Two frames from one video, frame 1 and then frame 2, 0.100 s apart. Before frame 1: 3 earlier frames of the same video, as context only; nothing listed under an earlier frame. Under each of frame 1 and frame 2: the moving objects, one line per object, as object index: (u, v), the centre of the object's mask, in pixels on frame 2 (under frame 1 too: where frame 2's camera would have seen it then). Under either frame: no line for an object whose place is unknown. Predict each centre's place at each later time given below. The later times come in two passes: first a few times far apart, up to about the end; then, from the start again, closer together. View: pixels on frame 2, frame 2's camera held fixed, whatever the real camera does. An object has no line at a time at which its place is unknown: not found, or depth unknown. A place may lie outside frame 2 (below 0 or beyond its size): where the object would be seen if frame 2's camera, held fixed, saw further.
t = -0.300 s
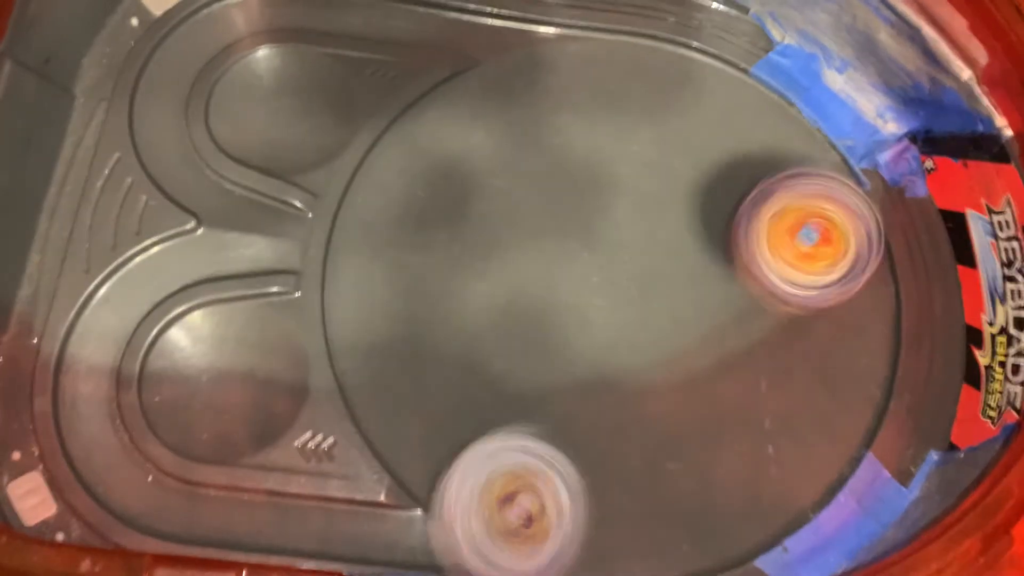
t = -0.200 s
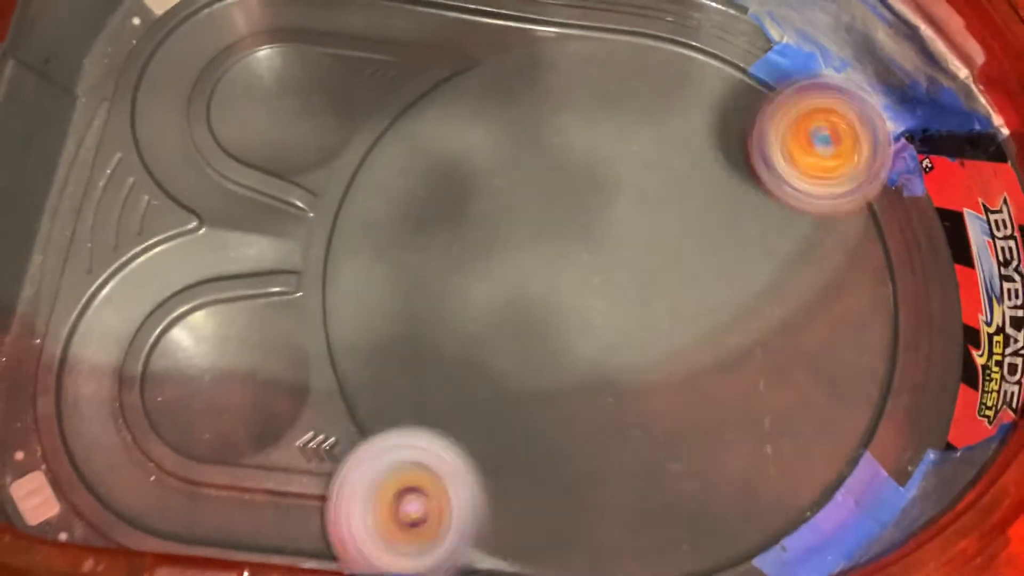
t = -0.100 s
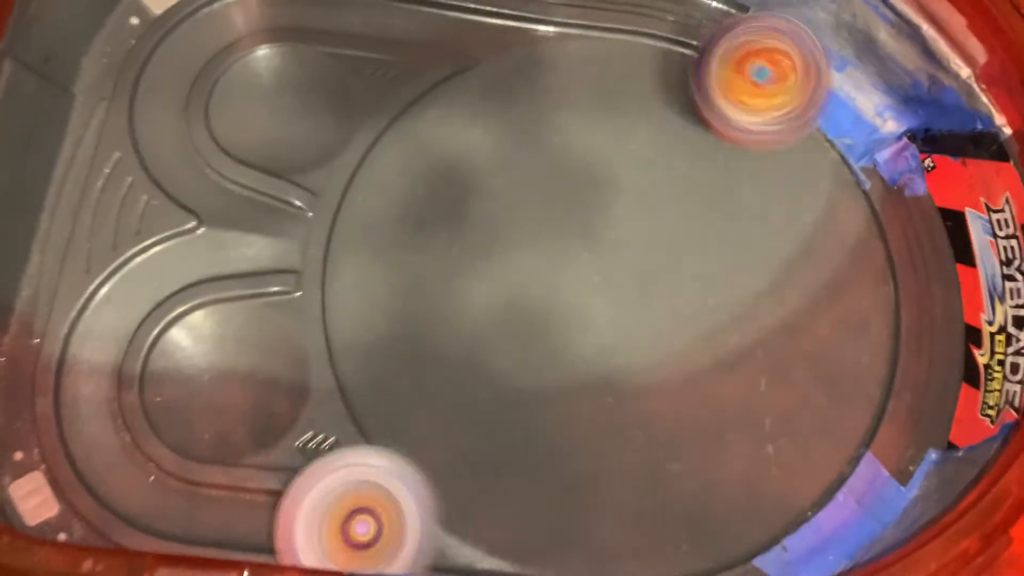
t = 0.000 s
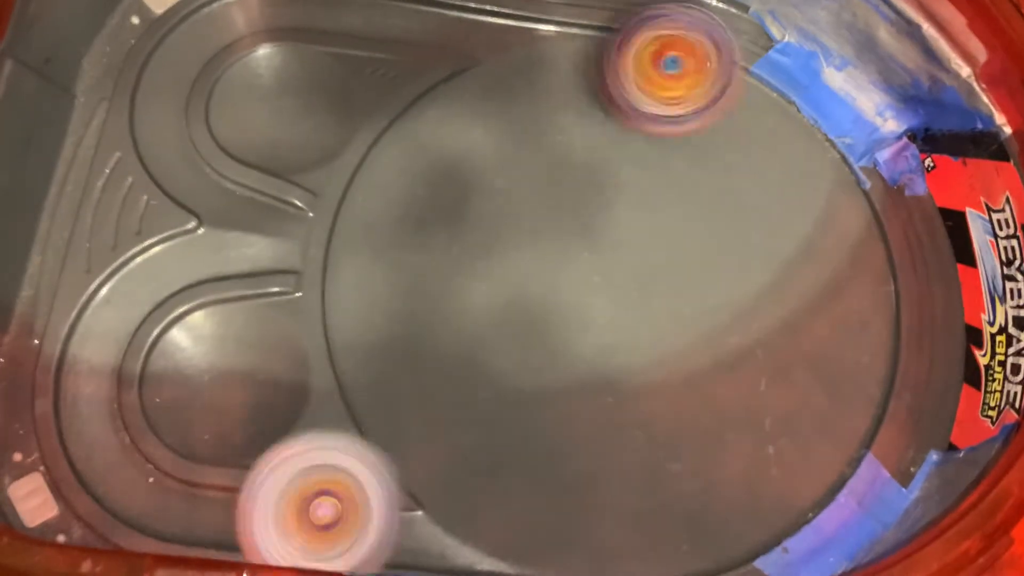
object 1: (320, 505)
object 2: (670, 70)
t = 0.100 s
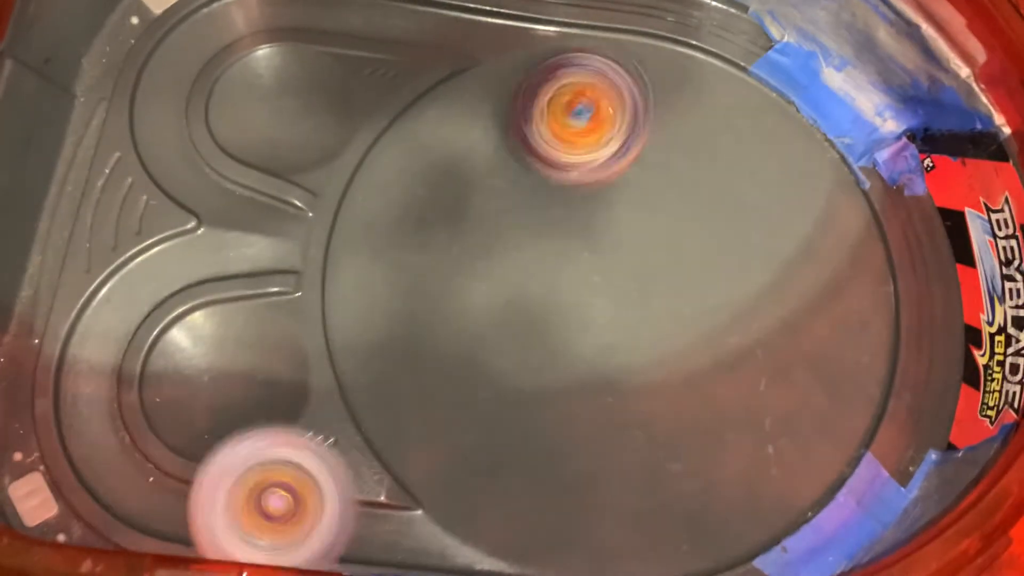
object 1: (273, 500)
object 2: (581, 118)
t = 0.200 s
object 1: (219, 489)
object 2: (519, 212)
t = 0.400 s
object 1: (145, 477)
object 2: (551, 443)
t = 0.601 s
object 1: (136, 471)
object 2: (736, 511)
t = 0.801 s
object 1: (131, 478)
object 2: (796, 359)
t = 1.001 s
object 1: (144, 489)
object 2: (649, 195)
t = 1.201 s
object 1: (142, 485)
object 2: (446, 167)
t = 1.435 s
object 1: (111, 472)
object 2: (367, 321)
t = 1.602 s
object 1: (84, 430)
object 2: (509, 407)
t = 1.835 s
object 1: (79, 343)
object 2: (732, 309)
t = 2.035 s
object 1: (108, 287)
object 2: (754, 139)
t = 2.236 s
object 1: (142, 257)
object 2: (633, 75)
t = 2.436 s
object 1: (218, 240)
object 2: (514, 191)
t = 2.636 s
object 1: (314, 220)
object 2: (544, 388)
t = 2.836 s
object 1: (454, 188)
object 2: (710, 480)
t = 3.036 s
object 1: (585, 193)
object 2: (802, 381)
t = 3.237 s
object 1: (625, 160)
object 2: (779, 283)
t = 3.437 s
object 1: (618, 127)
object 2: (735, 270)
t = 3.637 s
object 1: (616, 121)
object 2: (631, 305)
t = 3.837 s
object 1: (596, 168)
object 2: (545, 367)
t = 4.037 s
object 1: (577, 246)
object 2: (530, 406)
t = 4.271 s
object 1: (602, 223)
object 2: (556, 444)
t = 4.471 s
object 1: (650, 219)
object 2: (599, 388)
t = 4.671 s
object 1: (697, 183)
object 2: (570, 327)
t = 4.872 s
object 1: (715, 168)
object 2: (531, 308)
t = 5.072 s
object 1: (685, 187)
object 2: (525, 287)
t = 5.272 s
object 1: (707, 194)
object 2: (489, 288)
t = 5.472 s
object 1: (740, 225)
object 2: (473, 334)
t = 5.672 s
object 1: (722, 275)
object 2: (547, 340)
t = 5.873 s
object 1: (753, 290)
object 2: (537, 313)
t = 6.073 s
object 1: (741, 315)
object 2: (528, 294)
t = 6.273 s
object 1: (706, 324)
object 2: (538, 258)
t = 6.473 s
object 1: (728, 347)
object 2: (472, 209)
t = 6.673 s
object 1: (686, 351)
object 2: (472, 212)
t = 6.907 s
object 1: (647, 343)
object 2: (543, 222)
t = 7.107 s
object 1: (625, 345)
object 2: (577, 200)
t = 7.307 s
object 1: (606, 342)
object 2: (614, 191)
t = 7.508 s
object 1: (588, 362)
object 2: (650, 174)
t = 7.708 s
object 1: (576, 387)
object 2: (677, 143)
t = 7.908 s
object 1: (591, 376)
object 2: (664, 192)
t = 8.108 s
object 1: (584, 379)
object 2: (659, 265)
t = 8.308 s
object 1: (544, 418)
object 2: (716, 234)
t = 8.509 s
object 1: (551, 402)
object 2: (701, 220)
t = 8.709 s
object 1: (555, 356)
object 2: (641, 247)
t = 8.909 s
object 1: (520, 355)
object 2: (622, 226)
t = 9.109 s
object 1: (505, 354)
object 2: (601, 211)
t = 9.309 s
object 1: (521, 361)
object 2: (590, 220)
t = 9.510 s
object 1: (553, 348)
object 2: (616, 199)
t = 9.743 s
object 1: (537, 322)
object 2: (641, 226)
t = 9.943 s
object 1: (517, 312)
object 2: (674, 255)
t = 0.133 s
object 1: (255, 495)
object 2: (556, 146)
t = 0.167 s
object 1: (239, 491)
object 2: (535, 177)
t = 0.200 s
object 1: (219, 489)
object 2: (519, 212)
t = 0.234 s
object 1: (202, 490)
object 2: (509, 250)
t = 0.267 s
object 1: (184, 489)
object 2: (505, 288)
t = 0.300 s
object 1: (171, 488)
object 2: (508, 328)
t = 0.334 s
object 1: (158, 486)
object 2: (516, 367)
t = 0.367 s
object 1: (150, 483)
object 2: (530, 407)
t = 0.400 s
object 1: (145, 477)
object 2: (551, 443)
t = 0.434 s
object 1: (142, 474)
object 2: (577, 474)
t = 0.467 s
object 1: (136, 477)
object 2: (606, 498)
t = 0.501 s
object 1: (139, 473)
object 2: (639, 510)
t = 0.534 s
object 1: (136, 470)
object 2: (673, 516)
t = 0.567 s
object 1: (135, 475)
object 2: (708, 518)
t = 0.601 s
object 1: (136, 471)
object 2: (736, 511)
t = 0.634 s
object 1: (133, 474)
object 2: (763, 500)
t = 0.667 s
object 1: (135, 472)
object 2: (782, 479)
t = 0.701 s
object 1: (132, 473)
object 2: (795, 452)
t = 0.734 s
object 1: (133, 475)
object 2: (803, 424)
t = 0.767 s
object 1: (133, 474)
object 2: (802, 390)
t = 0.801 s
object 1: (131, 478)
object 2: (796, 359)
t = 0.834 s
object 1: (136, 476)
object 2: (782, 326)
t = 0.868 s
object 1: (136, 484)
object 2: (764, 293)
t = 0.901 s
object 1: (137, 487)
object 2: (740, 265)
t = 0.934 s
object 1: (141, 482)
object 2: (712, 237)
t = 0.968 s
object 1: (143, 484)
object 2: (681, 213)
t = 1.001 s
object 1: (144, 489)
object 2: (649, 195)
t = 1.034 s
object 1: (146, 487)
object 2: (615, 180)
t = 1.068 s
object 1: (147, 482)
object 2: (579, 167)
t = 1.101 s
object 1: (144, 486)
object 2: (543, 160)
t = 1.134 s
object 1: (144, 485)
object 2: (509, 158)
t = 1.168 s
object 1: (144, 485)
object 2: (476, 159)
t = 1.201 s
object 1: (142, 485)
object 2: (446, 167)
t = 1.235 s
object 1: (139, 482)
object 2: (417, 178)
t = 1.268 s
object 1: (133, 483)
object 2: (393, 194)
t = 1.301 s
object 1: (131, 479)
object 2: (374, 214)
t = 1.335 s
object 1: (126, 479)
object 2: (361, 238)
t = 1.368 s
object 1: (122, 477)
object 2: (355, 266)
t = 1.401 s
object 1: (117, 473)
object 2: (357, 294)
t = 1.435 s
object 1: (111, 472)
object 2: (367, 321)
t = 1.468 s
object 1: (102, 467)
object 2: (385, 347)
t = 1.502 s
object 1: (97, 461)
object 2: (408, 370)
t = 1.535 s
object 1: (92, 453)
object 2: (438, 388)
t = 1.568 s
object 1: (88, 444)
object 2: (472, 402)
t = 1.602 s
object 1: (84, 430)
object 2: (509, 407)
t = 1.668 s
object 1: (75, 395)
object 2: (583, 402)
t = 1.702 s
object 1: (74, 392)
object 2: (617, 391)
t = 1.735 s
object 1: (76, 380)
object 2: (652, 379)
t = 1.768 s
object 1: (76, 368)
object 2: (683, 358)
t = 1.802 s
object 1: (78, 354)
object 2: (709, 334)
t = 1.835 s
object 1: (79, 343)
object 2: (732, 309)
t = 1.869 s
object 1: (83, 332)
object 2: (751, 279)
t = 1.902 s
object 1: (86, 322)
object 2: (762, 250)
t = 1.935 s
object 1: (91, 311)
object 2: (767, 219)
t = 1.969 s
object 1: (96, 303)
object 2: (768, 191)
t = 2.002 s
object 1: (101, 294)
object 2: (763, 163)
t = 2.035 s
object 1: (108, 287)
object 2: (754, 139)
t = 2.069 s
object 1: (113, 277)
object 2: (740, 118)
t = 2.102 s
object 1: (124, 274)
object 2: (723, 100)
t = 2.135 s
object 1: (126, 264)
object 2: (703, 87)
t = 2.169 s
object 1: (130, 262)
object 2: (680, 77)
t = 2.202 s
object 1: (138, 262)
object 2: (656, 73)
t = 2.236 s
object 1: (142, 257)
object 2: (633, 75)
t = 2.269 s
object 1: (150, 253)
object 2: (607, 84)
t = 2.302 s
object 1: (159, 249)
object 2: (582, 98)
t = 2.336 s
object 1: (172, 245)
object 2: (561, 115)
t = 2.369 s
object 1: (185, 243)
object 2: (542, 137)
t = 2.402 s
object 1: (201, 242)
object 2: (526, 163)
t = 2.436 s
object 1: (218, 240)
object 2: (514, 191)
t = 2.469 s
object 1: (236, 237)
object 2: (506, 221)
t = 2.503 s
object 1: (252, 235)
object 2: (503, 255)
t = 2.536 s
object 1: (270, 232)
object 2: (504, 290)
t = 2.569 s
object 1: (285, 229)
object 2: (513, 325)
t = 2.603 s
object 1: (299, 227)
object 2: (526, 358)
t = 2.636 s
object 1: (314, 220)
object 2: (544, 388)
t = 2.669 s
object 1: (330, 214)
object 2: (565, 415)
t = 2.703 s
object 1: (351, 213)
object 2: (590, 440)
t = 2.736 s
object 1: (377, 204)
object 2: (619, 458)
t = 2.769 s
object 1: (404, 197)
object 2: (649, 472)
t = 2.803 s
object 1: (429, 192)
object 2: (679, 478)
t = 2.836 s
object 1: (454, 188)
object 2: (710, 480)
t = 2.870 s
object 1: (476, 187)
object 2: (733, 475)
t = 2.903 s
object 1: (498, 186)
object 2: (756, 467)
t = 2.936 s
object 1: (520, 186)
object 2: (777, 451)
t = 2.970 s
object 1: (543, 188)
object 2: (790, 431)
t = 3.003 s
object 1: (564, 191)
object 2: (799, 407)
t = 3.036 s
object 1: (585, 193)
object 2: (802, 381)
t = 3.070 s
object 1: (603, 196)
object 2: (799, 355)
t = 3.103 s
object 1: (621, 199)
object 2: (792, 329)
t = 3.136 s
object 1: (639, 201)
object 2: (777, 303)
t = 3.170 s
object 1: (650, 201)
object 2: (765, 286)
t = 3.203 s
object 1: (634, 177)
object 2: (774, 286)
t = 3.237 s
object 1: (625, 160)
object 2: (779, 283)
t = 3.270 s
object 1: (616, 149)
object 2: (779, 278)
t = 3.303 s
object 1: (612, 141)
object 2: (777, 275)
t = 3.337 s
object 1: (612, 137)
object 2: (770, 272)
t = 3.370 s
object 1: (615, 133)
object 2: (761, 270)
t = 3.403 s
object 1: (616, 130)
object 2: (749, 270)
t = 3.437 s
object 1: (618, 127)
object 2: (735, 270)
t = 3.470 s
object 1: (619, 124)
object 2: (718, 271)
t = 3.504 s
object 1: (619, 120)
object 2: (702, 277)
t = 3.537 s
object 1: (619, 117)
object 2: (686, 282)
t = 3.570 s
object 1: (618, 117)
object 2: (668, 288)
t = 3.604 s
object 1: (617, 118)
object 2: (649, 297)
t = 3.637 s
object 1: (616, 121)
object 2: (631, 305)
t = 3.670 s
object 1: (613, 125)
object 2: (611, 317)
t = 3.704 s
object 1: (611, 130)
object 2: (595, 328)
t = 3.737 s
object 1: (606, 139)
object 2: (579, 340)
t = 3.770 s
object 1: (603, 147)
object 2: (566, 349)
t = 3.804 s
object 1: (598, 157)
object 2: (555, 358)
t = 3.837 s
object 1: (596, 168)
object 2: (545, 367)
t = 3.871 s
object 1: (592, 181)
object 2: (538, 378)
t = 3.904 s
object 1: (588, 193)
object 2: (534, 386)
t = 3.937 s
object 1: (585, 207)
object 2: (530, 394)
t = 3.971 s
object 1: (582, 219)
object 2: (529, 400)
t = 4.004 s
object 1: (581, 233)
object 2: (529, 403)
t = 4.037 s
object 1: (577, 246)
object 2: (530, 406)
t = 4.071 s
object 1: (575, 259)
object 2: (533, 406)
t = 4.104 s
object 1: (572, 269)
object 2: (539, 402)
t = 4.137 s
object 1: (573, 262)
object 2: (538, 414)
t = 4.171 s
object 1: (581, 245)
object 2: (536, 427)
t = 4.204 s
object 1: (588, 233)
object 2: (541, 437)
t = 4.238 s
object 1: (593, 225)
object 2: (548, 443)
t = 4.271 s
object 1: (602, 223)
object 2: (556, 444)
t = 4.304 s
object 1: (609, 222)
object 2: (563, 443)
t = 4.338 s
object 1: (618, 220)
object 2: (571, 438)
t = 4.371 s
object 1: (625, 219)
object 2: (580, 429)
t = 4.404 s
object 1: (634, 219)
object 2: (588, 417)
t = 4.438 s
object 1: (641, 219)
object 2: (592, 404)
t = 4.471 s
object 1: (650, 219)
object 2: (599, 388)
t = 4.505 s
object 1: (656, 219)
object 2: (604, 368)
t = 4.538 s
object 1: (664, 221)
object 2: (607, 346)
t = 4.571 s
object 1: (671, 214)
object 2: (599, 337)
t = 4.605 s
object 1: (684, 198)
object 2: (590, 334)
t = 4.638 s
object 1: (693, 188)
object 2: (582, 331)
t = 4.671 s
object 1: (697, 183)
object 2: (570, 327)
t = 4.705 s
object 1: (704, 178)
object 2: (563, 325)
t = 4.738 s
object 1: (708, 175)
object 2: (555, 321)
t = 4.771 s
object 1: (711, 172)
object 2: (548, 317)
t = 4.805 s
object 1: (714, 169)
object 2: (539, 314)
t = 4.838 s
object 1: (714, 168)
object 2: (535, 312)
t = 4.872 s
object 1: (715, 168)
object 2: (531, 308)
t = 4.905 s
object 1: (713, 169)
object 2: (527, 304)
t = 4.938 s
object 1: (711, 170)
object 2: (523, 303)
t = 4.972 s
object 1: (707, 171)
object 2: (524, 299)
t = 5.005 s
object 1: (699, 177)
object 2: (524, 294)
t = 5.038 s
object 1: (692, 181)
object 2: (523, 289)
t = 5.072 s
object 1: (685, 187)
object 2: (525, 287)
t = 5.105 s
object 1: (677, 197)
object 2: (529, 281)
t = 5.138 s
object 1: (668, 204)
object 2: (532, 275)
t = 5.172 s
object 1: (660, 211)
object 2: (535, 272)
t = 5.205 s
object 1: (675, 205)
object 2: (519, 275)
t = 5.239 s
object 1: (693, 198)
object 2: (501, 279)
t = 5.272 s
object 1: (707, 194)
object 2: (489, 288)
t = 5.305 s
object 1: (713, 196)
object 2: (480, 295)
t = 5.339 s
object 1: (721, 201)
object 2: (473, 302)
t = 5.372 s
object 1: (728, 205)
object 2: (468, 312)
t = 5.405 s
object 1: (732, 211)
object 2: (468, 320)
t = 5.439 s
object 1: (736, 217)
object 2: (471, 326)
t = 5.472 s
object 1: (740, 225)
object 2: (473, 334)
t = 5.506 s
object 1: (741, 232)
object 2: (483, 340)
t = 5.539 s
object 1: (739, 239)
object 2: (493, 341)
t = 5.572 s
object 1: (737, 249)
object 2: (503, 345)
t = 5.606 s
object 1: (733, 259)
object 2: (518, 344)
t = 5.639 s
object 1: (729, 266)
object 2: (532, 342)
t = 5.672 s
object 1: (722, 275)
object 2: (547, 340)
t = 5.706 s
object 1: (716, 283)
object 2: (565, 333)
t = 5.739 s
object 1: (712, 290)
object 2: (571, 327)
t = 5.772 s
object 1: (732, 287)
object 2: (560, 324)
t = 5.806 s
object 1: (747, 284)
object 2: (551, 318)
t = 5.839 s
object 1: (750, 285)
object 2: (541, 317)
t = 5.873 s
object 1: (753, 290)
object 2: (537, 313)
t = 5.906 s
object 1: (755, 296)
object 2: (531, 309)
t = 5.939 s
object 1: (756, 300)
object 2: (530, 309)
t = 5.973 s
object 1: (756, 304)
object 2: (529, 305)
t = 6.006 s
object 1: (752, 308)
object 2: (525, 303)
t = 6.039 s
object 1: (749, 310)
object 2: (528, 299)
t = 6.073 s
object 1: (741, 315)
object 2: (528, 294)
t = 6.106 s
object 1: (735, 316)
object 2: (530, 293)
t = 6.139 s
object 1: (726, 317)
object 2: (534, 287)
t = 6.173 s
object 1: (716, 318)
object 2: (535, 283)
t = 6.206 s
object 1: (705, 318)
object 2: (543, 279)
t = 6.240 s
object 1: (692, 320)
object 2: (549, 272)
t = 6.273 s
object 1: (706, 324)
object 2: (538, 258)
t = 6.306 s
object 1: (721, 330)
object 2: (524, 248)
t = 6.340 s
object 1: (728, 331)
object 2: (510, 235)
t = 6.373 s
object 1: (729, 337)
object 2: (497, 227)
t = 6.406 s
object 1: (731, 340)
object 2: (488, 219)
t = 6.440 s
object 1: (730, 345)
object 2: (479, 214)
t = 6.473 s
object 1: (728, 347)
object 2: (472, 209)
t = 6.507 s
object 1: (724, 350)
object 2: (465, 205)
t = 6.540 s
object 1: (717, 351)
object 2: (461, 205)
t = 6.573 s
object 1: (712, 352)
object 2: (461, 203)
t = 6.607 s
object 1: (702, 353)
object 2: (461, 205)
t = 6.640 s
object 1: (695, 352)
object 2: (467, 210)
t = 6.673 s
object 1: (686, 351)
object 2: (472, 212)
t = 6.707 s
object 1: (677, 349)
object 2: (483, 218)
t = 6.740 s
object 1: (667, 347)
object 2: (493, 221)
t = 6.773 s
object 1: (658, 343)
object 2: (508, 228)
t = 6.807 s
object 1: (648, 341)
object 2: (522, 233)
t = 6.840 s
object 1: (645, 340)
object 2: (533, 231)
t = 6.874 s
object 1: (648, 344)
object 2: (540, 230)
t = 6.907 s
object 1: (647, 343)
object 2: (543, 222)
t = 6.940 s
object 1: (643, 345)
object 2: (549, 217)
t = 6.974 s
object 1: (639, 345)
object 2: (552, 211)
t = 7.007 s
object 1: (635, 348)
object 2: (559, 207)
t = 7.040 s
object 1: (633, 346)
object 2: (563, 203)
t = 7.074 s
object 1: (627, 348)
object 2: (570, 202)
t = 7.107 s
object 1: (625, 345)
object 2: (577, 200)
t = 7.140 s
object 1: (620, 346)
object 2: (584, 202)
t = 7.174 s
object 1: (619, 344)
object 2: (591, 198)
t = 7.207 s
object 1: (615, 346)
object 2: (596, 197)
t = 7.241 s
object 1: (613, 344)
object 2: (603, 193)
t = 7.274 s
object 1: (609, 345)
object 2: (607, 192)
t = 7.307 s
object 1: (606, 342)
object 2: (614, 191)
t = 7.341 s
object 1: (602, 341)
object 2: (616, 191)
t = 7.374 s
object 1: (601, 337)
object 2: (623, 194)
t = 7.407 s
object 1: (596, 335)
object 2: (626, 194)
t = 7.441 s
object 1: (595, 339)
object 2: (633, 196)
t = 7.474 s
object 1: (590, 353)
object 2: (644, 188)
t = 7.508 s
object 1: (588, 362)
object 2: (650, 174)
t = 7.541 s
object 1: (585, 365)
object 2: (659, 166)
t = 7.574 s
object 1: (583, 370)
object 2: (664, 157)
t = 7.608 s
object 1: (580, 375)
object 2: (670, 150)
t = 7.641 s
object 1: (578, 382)
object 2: (673, 146)
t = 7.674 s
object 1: (578, 384)
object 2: (677, 143)
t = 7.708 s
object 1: (576, 387)
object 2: (677, 143)
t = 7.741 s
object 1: (577, 388)
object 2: (677, 146)
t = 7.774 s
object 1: (577, 390)
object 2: (675, 150)
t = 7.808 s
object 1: (581, 388)
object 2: (674, 158)
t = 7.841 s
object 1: (584, 384)
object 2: (671, 168)
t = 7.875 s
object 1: (589, 382)
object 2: (668, 178)
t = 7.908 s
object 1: (591, 376)
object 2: (664, 192)
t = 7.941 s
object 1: (593, 374)
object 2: (659, 204)
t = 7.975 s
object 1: (595, 366)
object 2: (655, 220)
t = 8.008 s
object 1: (593, 363)
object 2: (651, 235)
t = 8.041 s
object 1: (592, 373)
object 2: (654, 244)
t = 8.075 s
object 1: (586, 379)
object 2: (659, 254)
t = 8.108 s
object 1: (584, 379)
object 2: (659, 265)
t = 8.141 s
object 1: (566, 392)
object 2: (675, 263)
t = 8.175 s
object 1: (553, 404)
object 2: (685, 255)
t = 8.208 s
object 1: (546, 414)
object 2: (698, 250)
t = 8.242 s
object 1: (547, 422)
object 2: (703, 246)
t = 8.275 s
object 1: (547, 421)
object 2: (710, 238)
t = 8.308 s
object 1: (544, 418)
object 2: (716, 234)
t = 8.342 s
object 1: (541, 413)
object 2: (718, 228)
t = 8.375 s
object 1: (540, 411)
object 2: (721, 224)
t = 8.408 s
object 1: (546, 413)
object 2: (717, 222)
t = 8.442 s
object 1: (548, 411)
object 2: (715, 218)
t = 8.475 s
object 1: (547, 409)
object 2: (709, 220)
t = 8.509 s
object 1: (551, 402)
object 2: (701, 220)
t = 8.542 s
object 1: (554, 395)
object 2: (695, 223)
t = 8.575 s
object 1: (559, 389)
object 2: (686, 227)
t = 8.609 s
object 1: (558, 382)
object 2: (676, 230)
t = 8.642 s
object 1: (554, 377)
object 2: (667, 234)
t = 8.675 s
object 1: (555, 366)
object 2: (653, 241)
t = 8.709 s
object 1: (555, 356)
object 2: (641, 247)
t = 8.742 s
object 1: (551, 356)
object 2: (633, 250)
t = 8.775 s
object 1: (544, 361)
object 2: (634, 249)
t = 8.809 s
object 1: (537, 359)
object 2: (632, 244)
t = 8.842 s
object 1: (530, 357)
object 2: (630, 234)
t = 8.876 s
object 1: (523, 356)
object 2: (628, 230)
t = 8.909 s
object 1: (520, 355)
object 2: (622, 226)
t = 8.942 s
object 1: (519, 352)
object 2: (621, 220)
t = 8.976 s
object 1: (514, 352)
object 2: (617, 220)
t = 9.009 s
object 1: (509, 349)
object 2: (614, 214)
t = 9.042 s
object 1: (505, 348)
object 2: (613, 214)
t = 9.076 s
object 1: (504, 354)
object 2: (604, 211)
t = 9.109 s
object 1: (505, 354)
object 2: (601, 211)
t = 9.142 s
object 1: (502, 352)
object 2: (593, 216)
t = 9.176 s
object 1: (509, 352)
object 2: (590, 216)
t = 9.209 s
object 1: (513, 352)
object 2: (589, 222)
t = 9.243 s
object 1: (511, 348)
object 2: (581, 225)
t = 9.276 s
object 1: (515, 352)
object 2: (588, 224)
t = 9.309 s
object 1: (521, 361)
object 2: (590, 220)
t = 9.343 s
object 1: (527, 364)
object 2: (597, 214)
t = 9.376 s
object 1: (534, 364)
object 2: (600, 210)
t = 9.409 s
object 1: (544, 365)
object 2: (603, 202)
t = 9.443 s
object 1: (546, 363)
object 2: (609, 202)
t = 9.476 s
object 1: (551, 355)
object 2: (611, 203)
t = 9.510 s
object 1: (553, 348)
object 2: (616, 199)
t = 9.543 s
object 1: (548, 348)
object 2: (622, 202)
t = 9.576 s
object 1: (550, 339)
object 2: (620, 204)
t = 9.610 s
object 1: (552, 336)
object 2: (624, 205)
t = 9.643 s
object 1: (549, 331)
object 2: (628, 214)
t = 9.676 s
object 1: (548, 323)
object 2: (628, 215)
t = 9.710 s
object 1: (544, 322)
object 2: (634, 220)
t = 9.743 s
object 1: (537, 322)
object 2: (641, 226)
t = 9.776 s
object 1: (532, 316)
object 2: (650, 230)
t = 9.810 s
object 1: (523, 313)
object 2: (656, 233)
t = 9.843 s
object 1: (521, 314)
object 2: (660, 238)
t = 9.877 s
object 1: (519, 313)
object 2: (668, 244)
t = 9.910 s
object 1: (517, 309)
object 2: (673, 250)
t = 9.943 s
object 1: (517, 312)
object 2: (674, 255)
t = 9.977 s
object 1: (515, 307)
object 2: (678, 262)
